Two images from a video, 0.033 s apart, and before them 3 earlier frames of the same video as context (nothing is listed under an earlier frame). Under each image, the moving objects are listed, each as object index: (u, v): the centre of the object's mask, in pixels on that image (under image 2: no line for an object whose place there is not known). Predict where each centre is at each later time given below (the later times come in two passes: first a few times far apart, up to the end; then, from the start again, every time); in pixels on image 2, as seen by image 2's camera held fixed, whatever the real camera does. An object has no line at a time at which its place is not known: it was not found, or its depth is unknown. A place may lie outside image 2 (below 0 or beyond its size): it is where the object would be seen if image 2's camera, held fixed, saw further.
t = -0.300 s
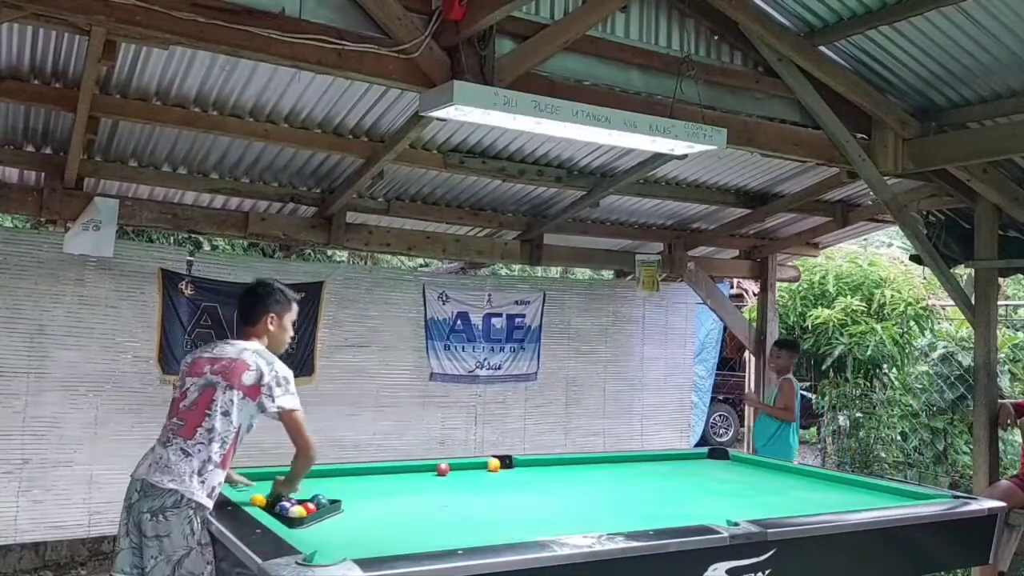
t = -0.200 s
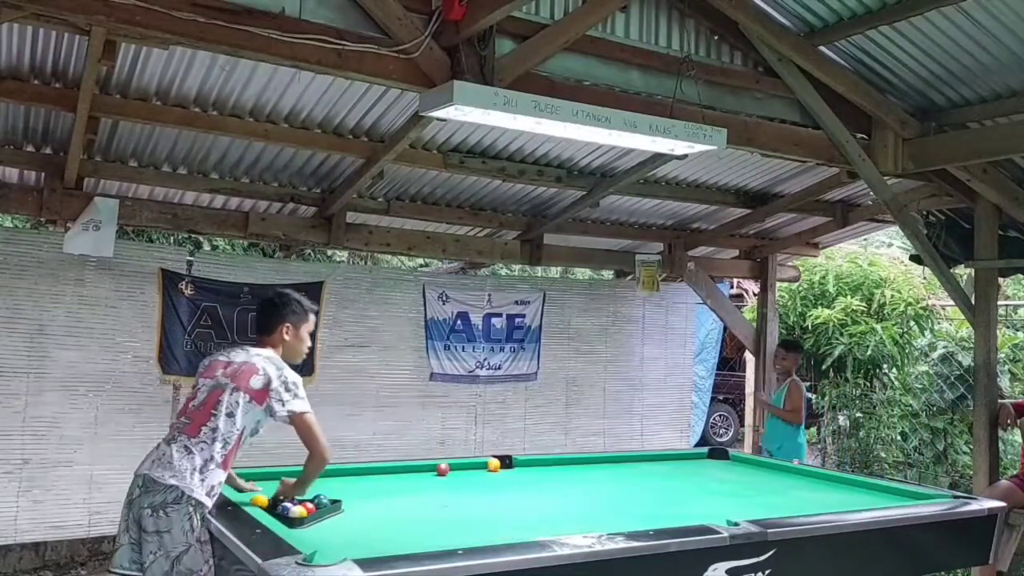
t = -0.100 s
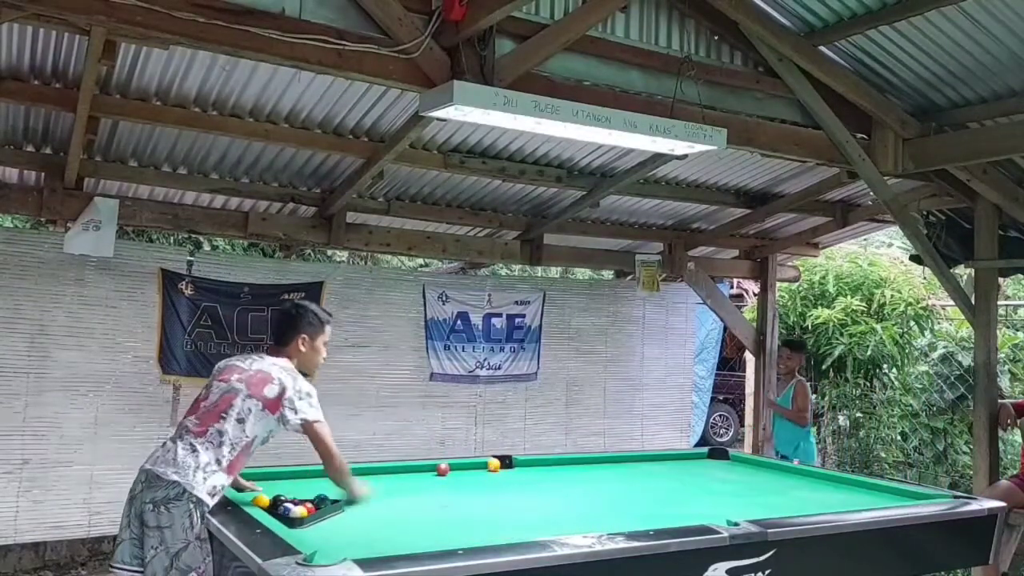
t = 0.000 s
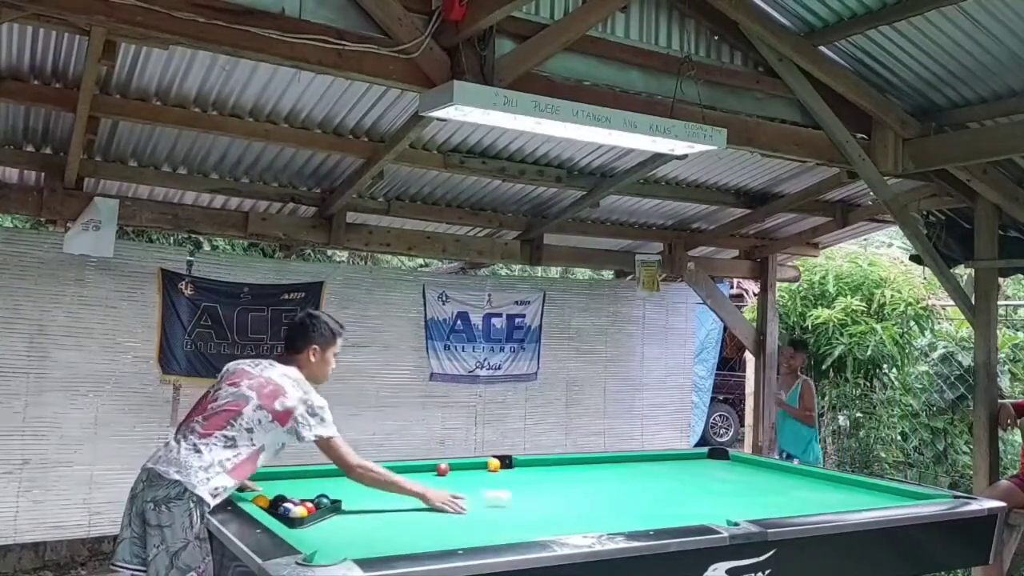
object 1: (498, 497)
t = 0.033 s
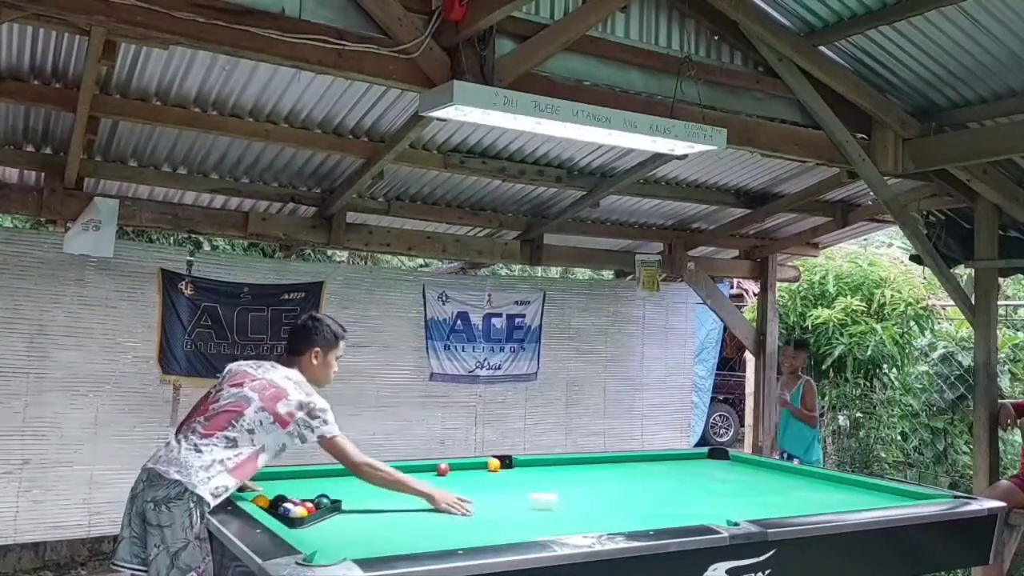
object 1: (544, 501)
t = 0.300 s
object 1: (782, 504)
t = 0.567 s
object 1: (800, 481)
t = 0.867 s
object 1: (752, 467)
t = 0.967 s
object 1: (722, 464)
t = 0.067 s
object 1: (591, 503)
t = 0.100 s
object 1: (638, 507)
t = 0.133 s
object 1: (681, 509)
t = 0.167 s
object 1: (726, 512)
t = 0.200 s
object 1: (768, 512)
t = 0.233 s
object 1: (778, 509)
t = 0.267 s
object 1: (779, 506)
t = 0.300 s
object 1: (782, 504)
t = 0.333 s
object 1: (784, 500)
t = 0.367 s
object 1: (786, 497)
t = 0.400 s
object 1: (788, 494)
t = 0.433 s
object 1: (791, 491)
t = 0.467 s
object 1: (793, 489)
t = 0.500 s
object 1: (796, 486)
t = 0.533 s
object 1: (799, 484)
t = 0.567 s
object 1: (800, 481)
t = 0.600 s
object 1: (803, 479)
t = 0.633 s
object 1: (805, 477)
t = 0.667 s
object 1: (807, 475)
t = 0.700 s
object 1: (808, 473)
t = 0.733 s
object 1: (798, 471)
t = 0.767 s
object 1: (786, 470)
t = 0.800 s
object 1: (774, 469)
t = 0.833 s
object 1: (763, 468)
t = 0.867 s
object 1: (752, 467)
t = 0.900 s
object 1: (742, 466)
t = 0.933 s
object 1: (732, 465)
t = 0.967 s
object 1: (722, 464)
